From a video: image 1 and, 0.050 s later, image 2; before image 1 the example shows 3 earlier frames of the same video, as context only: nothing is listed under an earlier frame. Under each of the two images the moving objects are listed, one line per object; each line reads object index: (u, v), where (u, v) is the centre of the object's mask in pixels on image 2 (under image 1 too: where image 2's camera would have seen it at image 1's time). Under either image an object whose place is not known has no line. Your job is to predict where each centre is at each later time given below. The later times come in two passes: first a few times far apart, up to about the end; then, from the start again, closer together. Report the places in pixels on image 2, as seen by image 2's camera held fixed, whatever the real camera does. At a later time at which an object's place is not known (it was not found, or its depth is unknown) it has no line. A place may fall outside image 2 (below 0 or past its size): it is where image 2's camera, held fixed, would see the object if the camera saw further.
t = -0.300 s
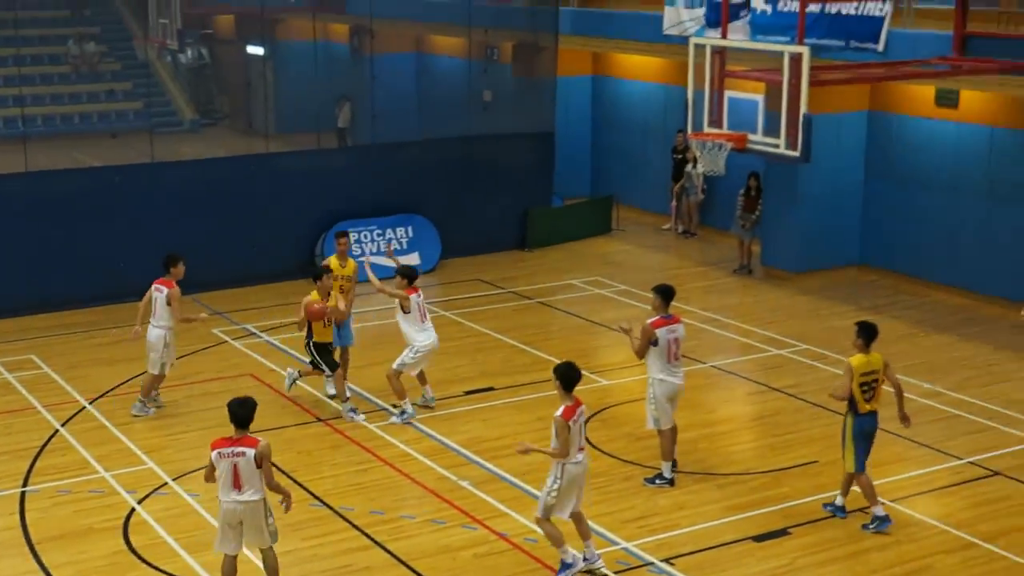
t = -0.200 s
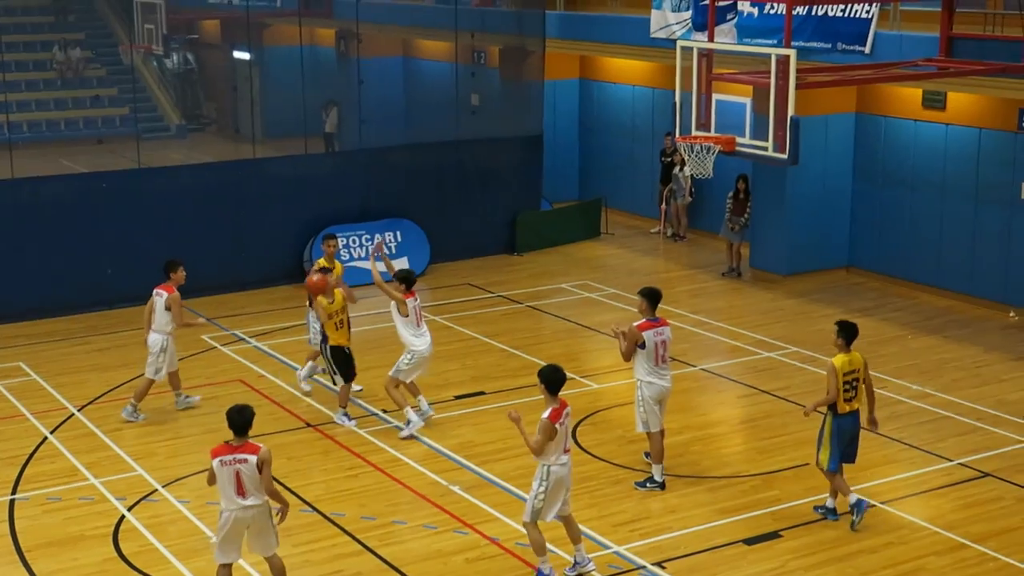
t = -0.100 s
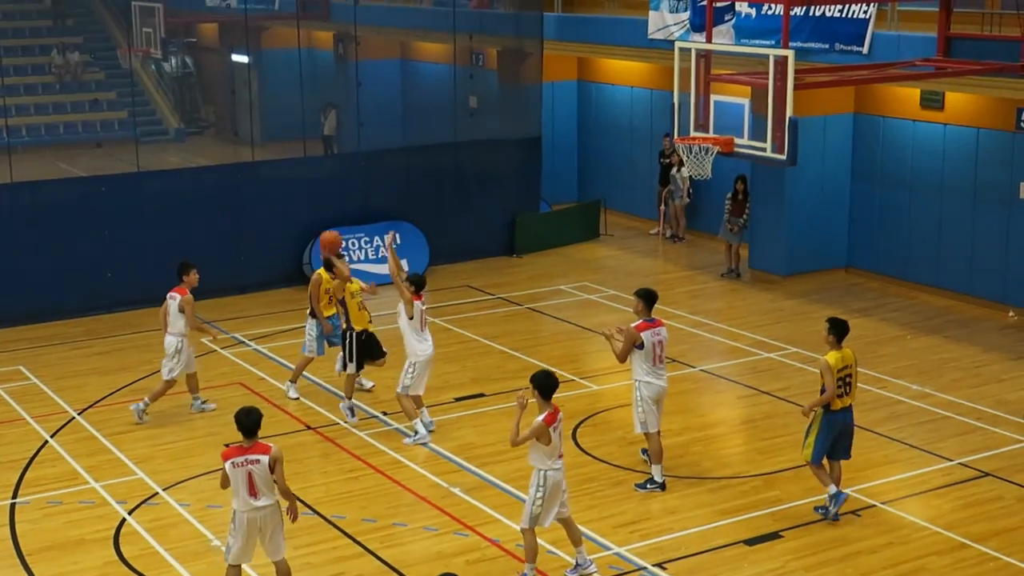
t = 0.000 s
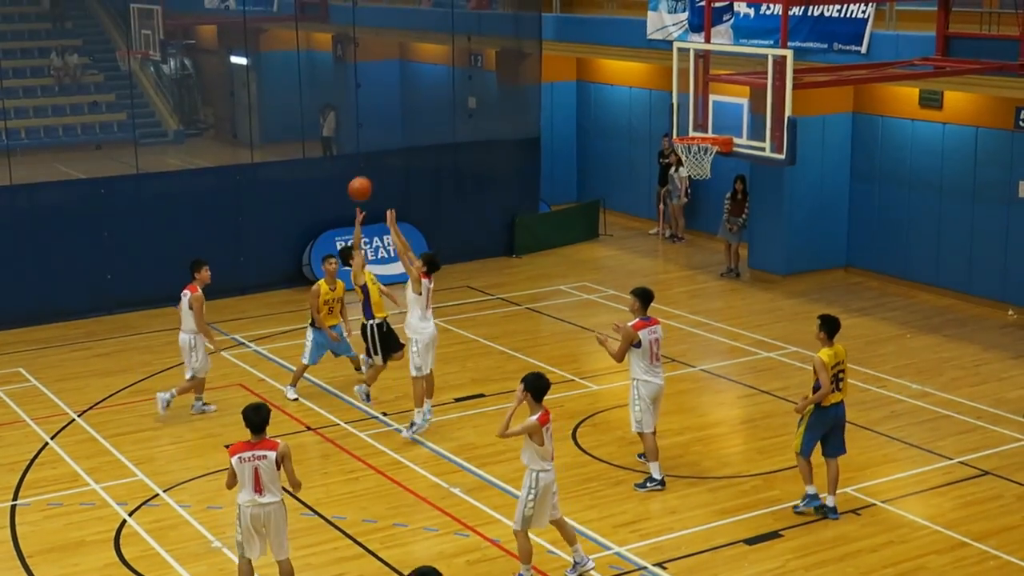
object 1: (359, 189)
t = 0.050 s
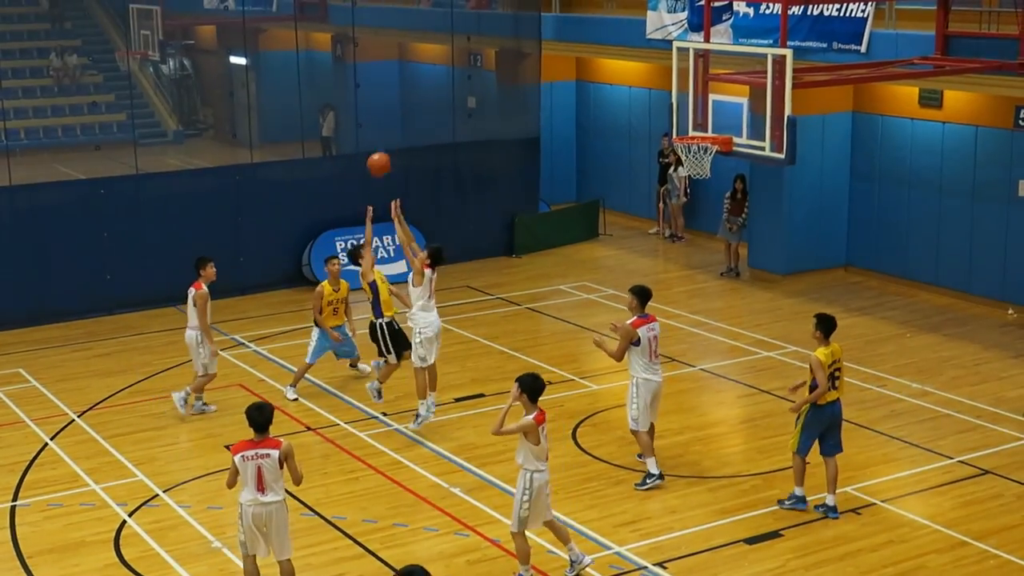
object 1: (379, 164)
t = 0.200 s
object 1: (438, 104)
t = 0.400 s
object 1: (517, 57)
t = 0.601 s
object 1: (596, 50)
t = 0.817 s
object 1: (681, 85)
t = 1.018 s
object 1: (698, 131)
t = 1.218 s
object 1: (676, 107)
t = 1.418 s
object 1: (658, 112)
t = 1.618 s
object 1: (638, 154)
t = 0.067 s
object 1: (385, 157)
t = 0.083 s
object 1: (392, 149)
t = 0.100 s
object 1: (398, 142)
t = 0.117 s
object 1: (405, 135)
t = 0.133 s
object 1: (411, 128)
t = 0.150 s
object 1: (418, 122)
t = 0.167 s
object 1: (424, 116)
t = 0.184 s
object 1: (430, 109)
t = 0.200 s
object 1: (438, 104)
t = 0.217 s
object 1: (444, 99)
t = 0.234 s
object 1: (450, 93)
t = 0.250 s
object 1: (457, 88)
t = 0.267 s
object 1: (464, 84)
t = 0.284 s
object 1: (470, 80)
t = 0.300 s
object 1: (477, 76)
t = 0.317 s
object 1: (484, 72)
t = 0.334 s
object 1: (490, 68)
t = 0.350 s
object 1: (497, 66)
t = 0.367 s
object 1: (504, 62)
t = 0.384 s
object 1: (510, 60)
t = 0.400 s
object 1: (517, 57)
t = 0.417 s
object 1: (524, 55)
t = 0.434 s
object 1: (530, 53)
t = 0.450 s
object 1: (536, 52)
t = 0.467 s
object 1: (543, 51)
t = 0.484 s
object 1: (550, 49)
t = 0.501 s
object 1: (557, 48)
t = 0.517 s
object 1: (564, 48)
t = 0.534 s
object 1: (570, 47)
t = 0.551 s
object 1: (577, 47)
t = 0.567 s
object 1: (583, 48)
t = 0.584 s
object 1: (590, 49)
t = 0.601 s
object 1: (596, 50)
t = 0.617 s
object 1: (603, 51)
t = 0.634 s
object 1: (610, 52)
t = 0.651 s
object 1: (616, 53)
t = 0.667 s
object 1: (622, 55)
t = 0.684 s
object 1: (629, 58)
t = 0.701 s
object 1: (636, 60)
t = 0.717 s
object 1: (642, 63)
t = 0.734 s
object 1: (649, 66)
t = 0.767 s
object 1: (661, 73)
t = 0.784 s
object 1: (669, 77)
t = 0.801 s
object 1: (675, 81)
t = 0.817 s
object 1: (681, 85)
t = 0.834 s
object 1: (688, 90)
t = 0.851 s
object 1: (694, 95)
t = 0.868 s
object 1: (700, 100)
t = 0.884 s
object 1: (708, 105)
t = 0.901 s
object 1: (713, 111)
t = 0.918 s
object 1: (713, 116)
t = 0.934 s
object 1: (711, 121)
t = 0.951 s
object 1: (710, 127)
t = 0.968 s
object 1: (708, 128)
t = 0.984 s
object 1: (705, 129)
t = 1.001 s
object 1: (701, 130)
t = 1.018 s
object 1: (698, 131)
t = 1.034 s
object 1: (695, 132)
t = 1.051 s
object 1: (692, 133)
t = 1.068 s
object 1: (690, 130)
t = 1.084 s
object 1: (689, 127)
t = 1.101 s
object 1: (688, 123)
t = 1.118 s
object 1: (686, 120)
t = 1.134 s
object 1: (684, 117)
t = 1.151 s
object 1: (682, 115)
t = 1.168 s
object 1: (681, 112)
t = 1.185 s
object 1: (679, 110)
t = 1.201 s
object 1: (678, 109)
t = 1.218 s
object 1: (676, 107)
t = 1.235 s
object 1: (675, 107)
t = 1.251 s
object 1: (673, 106)
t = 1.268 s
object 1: (671, 105)
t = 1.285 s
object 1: (670, 105)
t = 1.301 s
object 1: (668, 105)
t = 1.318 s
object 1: (666, 105)
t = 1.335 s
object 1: (666, 105)
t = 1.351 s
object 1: (664, 106)
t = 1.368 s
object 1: (662, 107)
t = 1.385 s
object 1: (661, 108)
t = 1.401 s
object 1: (659, 110)
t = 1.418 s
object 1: (658, 112)
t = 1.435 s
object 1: (656, 114)
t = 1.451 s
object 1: (654, 116)
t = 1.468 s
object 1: (652, 119)
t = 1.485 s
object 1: (651, 122)
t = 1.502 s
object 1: (649, 125)
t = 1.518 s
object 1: (648, 128)
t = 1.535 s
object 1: (646, 132)
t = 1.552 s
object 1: (645, 136)
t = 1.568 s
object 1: (643, 140)
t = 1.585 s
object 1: (641, 144)
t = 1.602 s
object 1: (640, 149)
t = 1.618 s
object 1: (638, 154)
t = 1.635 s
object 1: (637, 159)
